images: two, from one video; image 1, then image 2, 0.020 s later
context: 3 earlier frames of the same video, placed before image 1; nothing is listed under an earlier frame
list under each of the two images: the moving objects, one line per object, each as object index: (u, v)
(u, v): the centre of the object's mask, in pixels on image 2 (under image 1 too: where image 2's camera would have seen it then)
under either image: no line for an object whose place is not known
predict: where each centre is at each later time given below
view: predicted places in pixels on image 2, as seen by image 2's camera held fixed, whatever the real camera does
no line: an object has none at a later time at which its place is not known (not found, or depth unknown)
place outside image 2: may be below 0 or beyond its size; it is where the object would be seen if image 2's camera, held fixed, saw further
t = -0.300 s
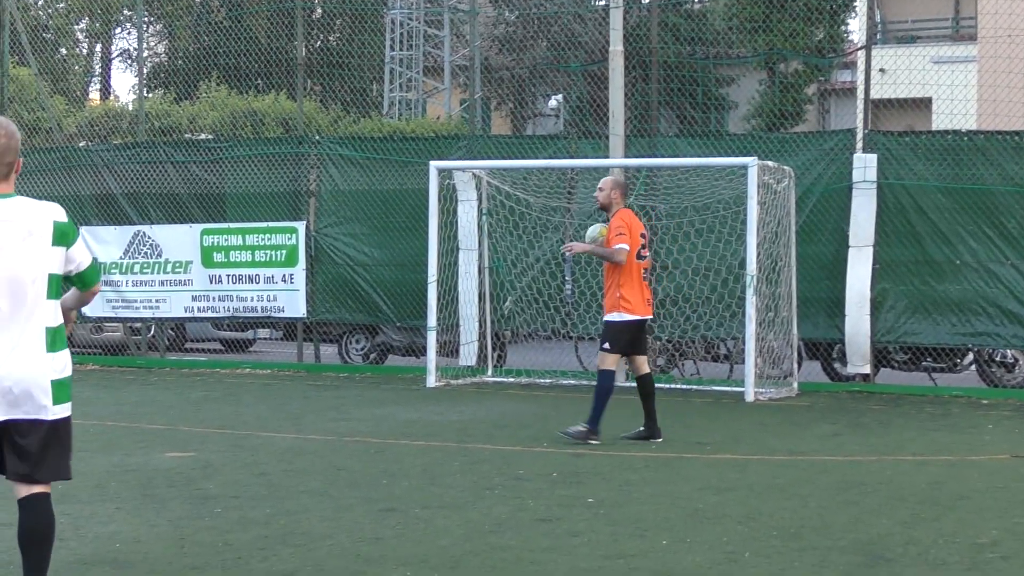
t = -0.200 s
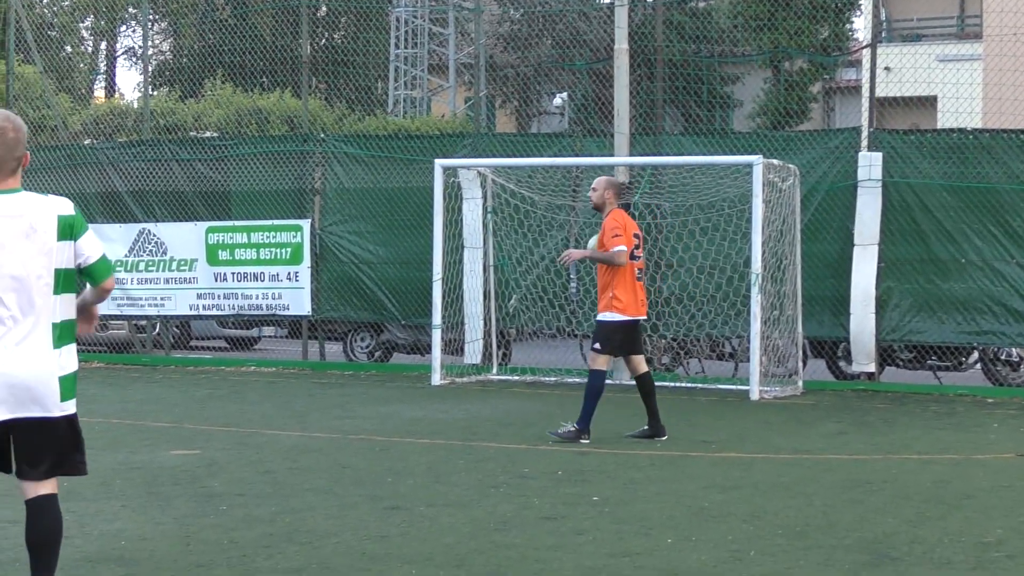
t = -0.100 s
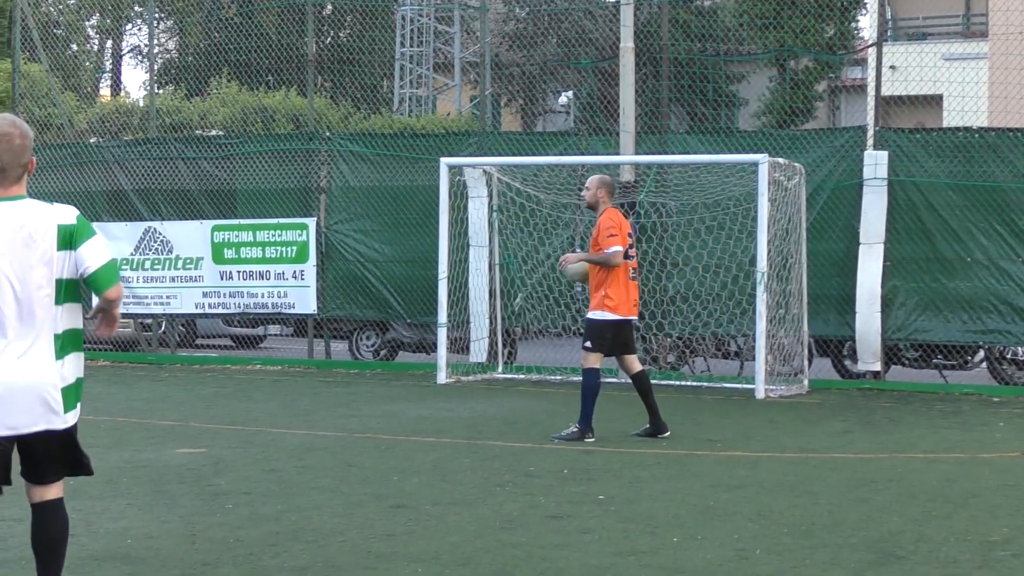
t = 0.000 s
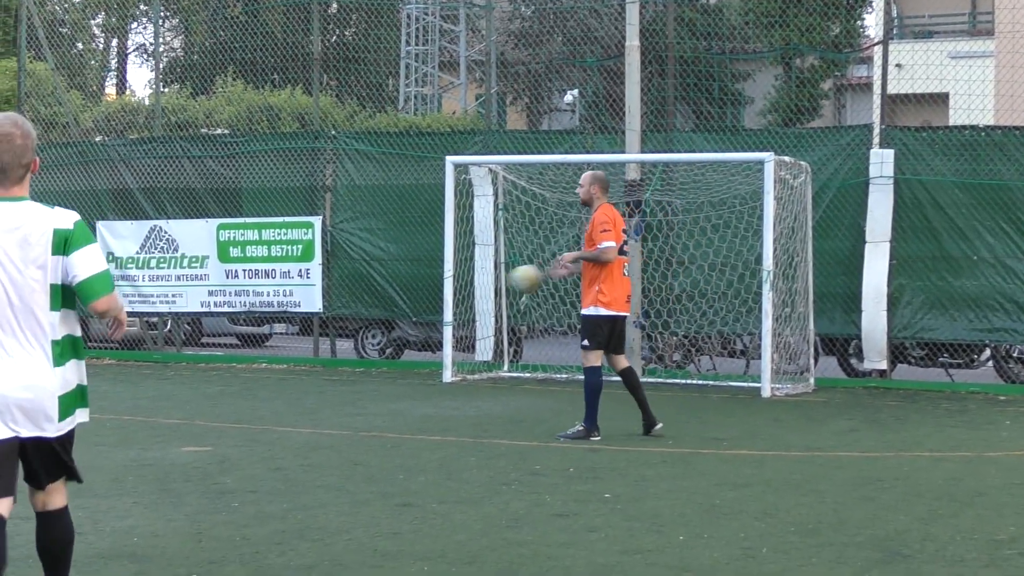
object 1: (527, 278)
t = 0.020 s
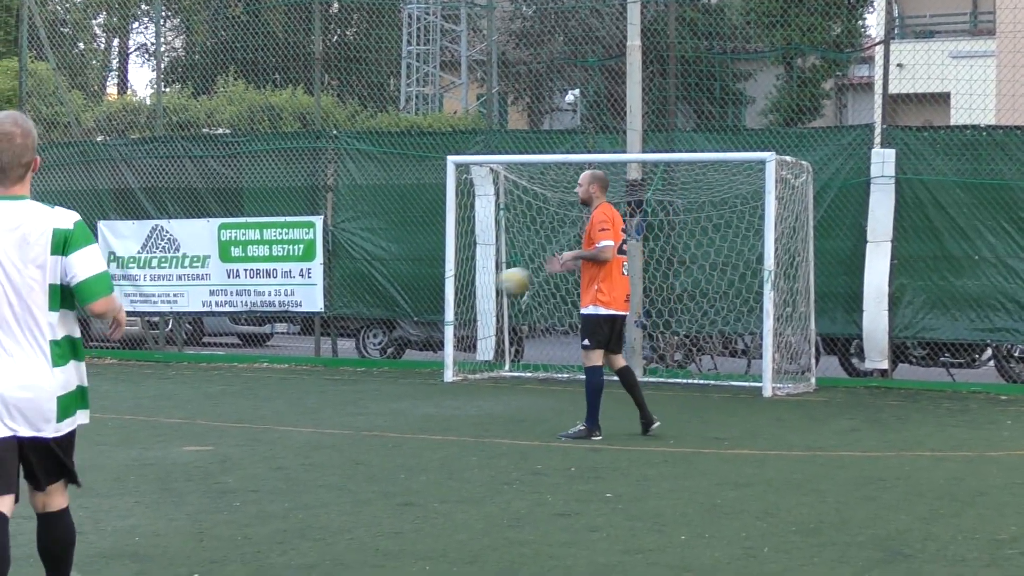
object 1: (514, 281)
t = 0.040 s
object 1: (502, 285)
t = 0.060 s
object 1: (488, 290)
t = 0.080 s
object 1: (475, 295)
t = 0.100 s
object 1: (464, 300)
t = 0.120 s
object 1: (449, 305)
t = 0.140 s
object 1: (434, 312)
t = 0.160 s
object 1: (425, 318)
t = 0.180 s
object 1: (412, 327)
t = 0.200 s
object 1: (398, 335)
